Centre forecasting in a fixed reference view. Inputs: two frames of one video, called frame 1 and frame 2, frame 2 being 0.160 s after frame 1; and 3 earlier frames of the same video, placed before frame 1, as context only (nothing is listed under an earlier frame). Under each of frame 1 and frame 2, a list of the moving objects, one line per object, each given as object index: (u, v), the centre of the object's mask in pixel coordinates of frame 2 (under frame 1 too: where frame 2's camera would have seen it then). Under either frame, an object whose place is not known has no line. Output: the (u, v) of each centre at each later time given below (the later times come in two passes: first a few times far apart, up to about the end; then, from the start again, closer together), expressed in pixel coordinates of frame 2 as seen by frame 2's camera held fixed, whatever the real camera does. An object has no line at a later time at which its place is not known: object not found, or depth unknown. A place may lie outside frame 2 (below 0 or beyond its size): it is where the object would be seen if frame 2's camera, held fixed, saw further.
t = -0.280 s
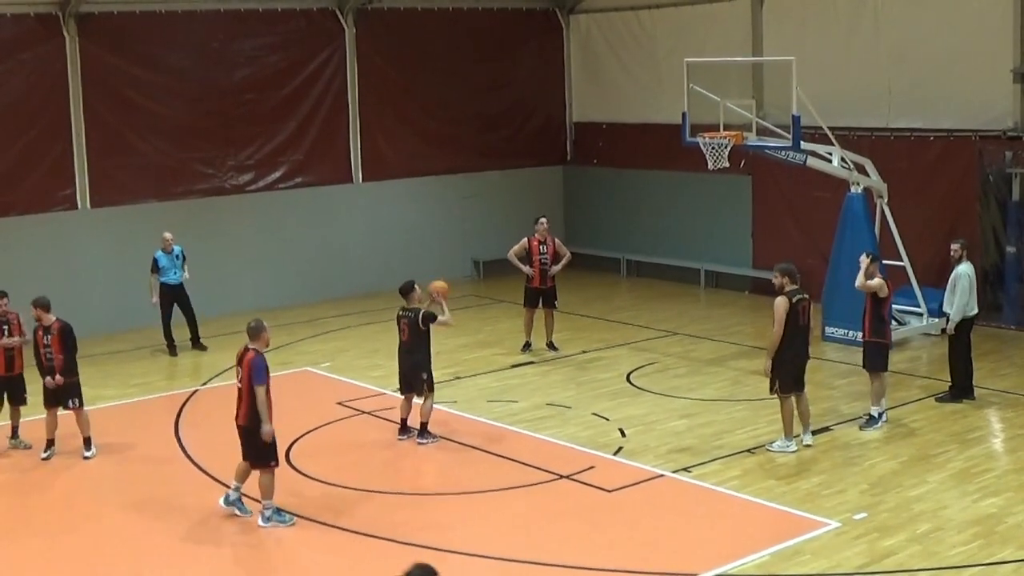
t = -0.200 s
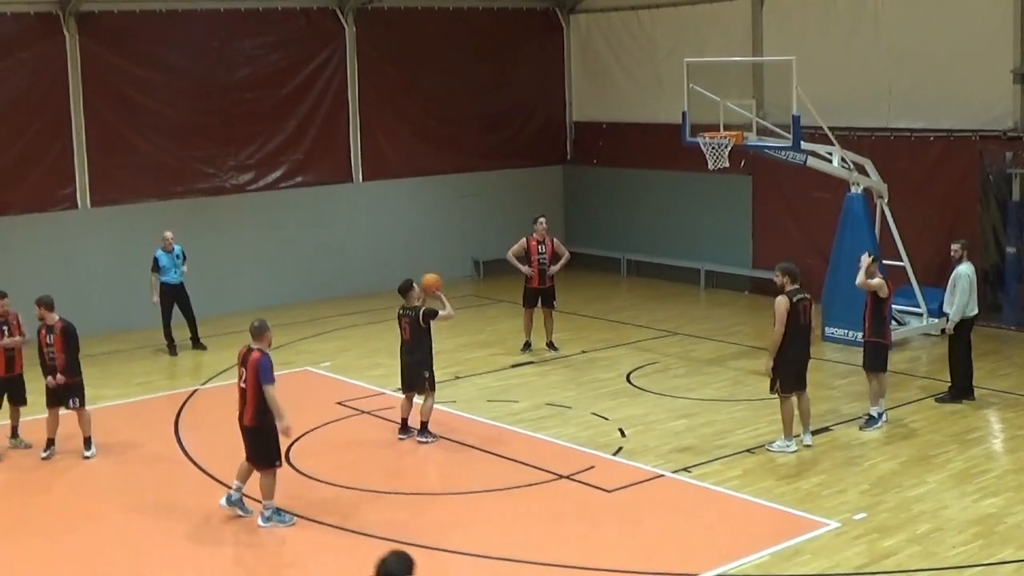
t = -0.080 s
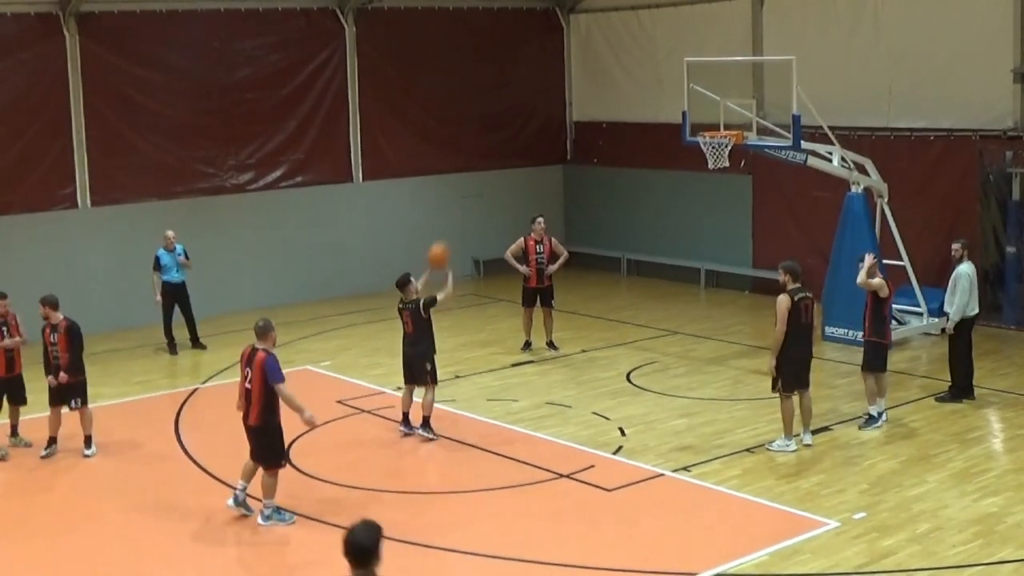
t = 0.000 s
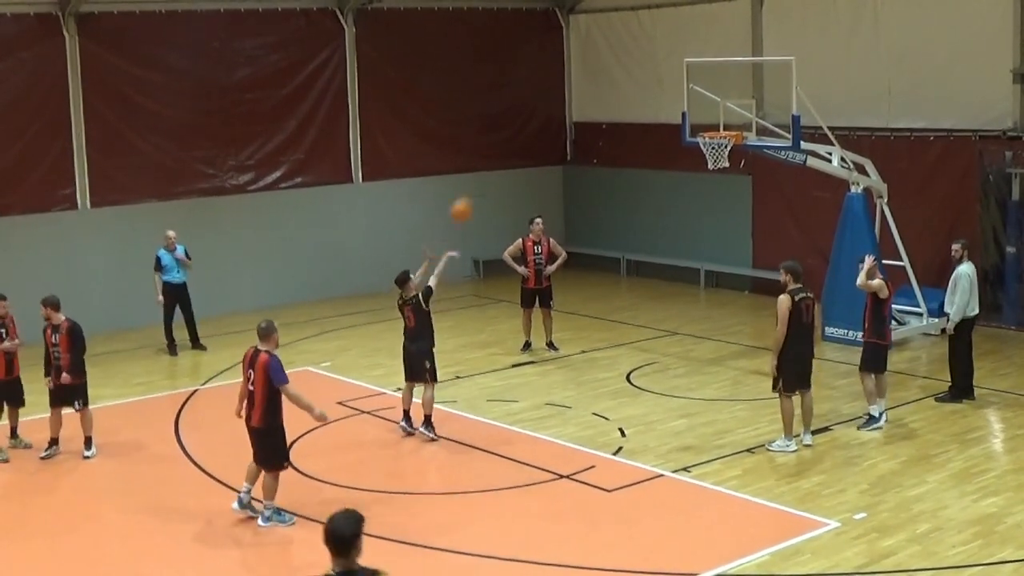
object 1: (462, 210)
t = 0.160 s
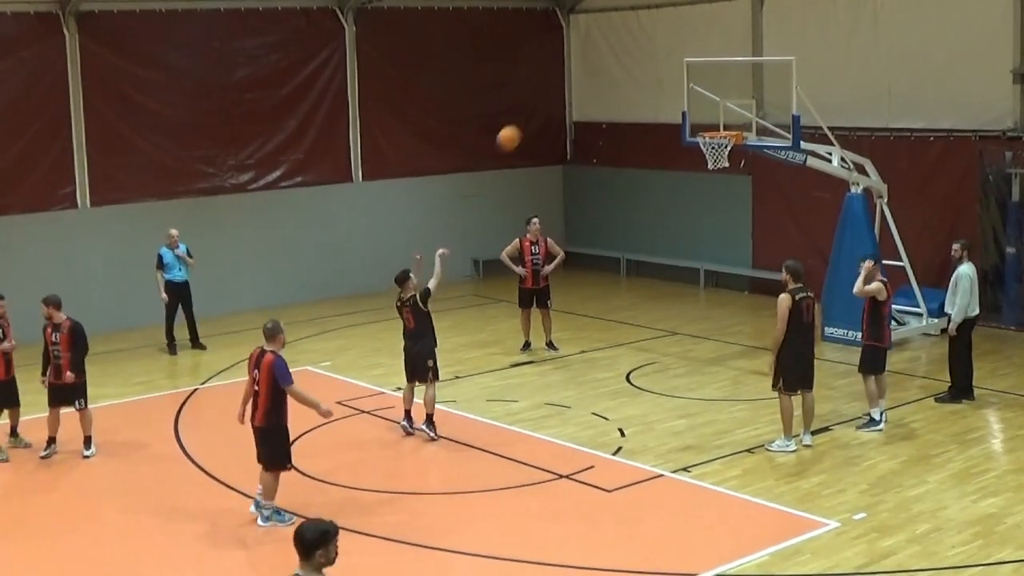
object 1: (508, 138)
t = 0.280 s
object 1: (544, 99)
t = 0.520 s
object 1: (612, 63)
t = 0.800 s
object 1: (685, 83)
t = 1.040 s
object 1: (724, 116)
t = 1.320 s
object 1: (688, 108)
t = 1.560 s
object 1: (647, 148)
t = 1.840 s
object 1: (602, 248)
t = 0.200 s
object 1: (520, 122)
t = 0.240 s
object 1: (532, 111)
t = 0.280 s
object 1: (544, 99)
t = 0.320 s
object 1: (554, 90)
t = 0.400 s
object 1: (577, 74)
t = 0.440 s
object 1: (589, 69)
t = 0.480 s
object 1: (600, 65)
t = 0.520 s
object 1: (612, 63)
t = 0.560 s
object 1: (623, 61)
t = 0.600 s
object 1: (633, 62)
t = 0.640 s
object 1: (643, 62)
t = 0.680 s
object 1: (654, 66)
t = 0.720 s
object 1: (665, 70)
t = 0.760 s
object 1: (674, 76)
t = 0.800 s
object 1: (685, 83)
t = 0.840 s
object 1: (696, 91)
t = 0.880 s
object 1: (705, 101)
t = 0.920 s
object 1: (714, 110)
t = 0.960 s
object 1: (725, 121)
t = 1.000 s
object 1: (726, 120)
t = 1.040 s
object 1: (724, 116)
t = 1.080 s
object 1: (724, 111)
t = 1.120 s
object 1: (722, 109)
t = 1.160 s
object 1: (716, 107)
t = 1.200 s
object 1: (709, 105)
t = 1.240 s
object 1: (702, 105)
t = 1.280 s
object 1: (695, 105)
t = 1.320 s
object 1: (688, 108)
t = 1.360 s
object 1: (681, 111)
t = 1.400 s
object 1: (674, 116)
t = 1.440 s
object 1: (667, 123)
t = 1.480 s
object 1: (660, 130)
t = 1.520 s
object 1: (654, 138)
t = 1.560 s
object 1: (647, 148)
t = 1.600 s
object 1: (640, 159)
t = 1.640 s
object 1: (633, 170)
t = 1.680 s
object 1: (627, 184)
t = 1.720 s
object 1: (621, 198)
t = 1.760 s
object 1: (614, 214)
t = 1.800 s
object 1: (608, 230)
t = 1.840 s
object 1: (602, 248)
